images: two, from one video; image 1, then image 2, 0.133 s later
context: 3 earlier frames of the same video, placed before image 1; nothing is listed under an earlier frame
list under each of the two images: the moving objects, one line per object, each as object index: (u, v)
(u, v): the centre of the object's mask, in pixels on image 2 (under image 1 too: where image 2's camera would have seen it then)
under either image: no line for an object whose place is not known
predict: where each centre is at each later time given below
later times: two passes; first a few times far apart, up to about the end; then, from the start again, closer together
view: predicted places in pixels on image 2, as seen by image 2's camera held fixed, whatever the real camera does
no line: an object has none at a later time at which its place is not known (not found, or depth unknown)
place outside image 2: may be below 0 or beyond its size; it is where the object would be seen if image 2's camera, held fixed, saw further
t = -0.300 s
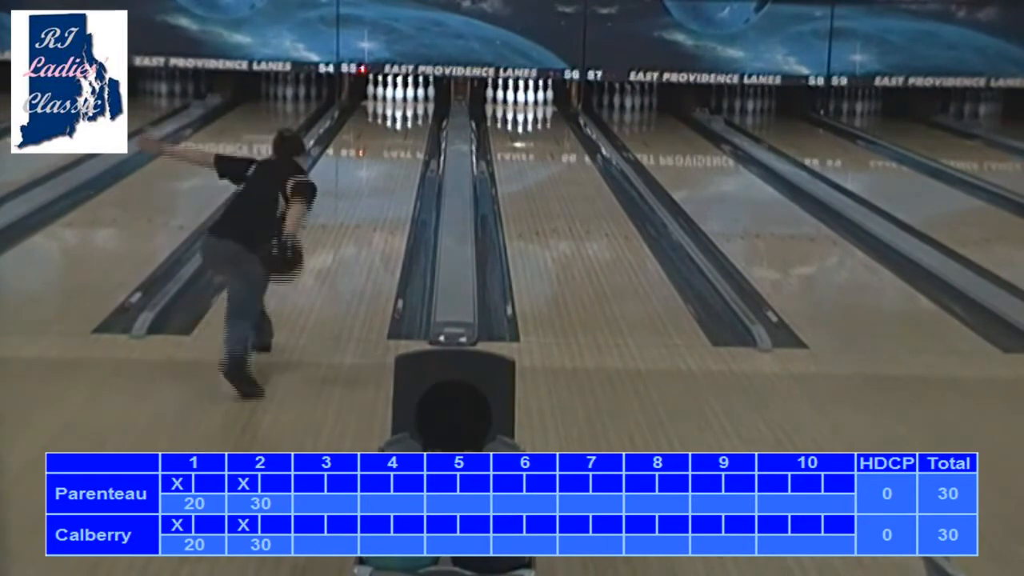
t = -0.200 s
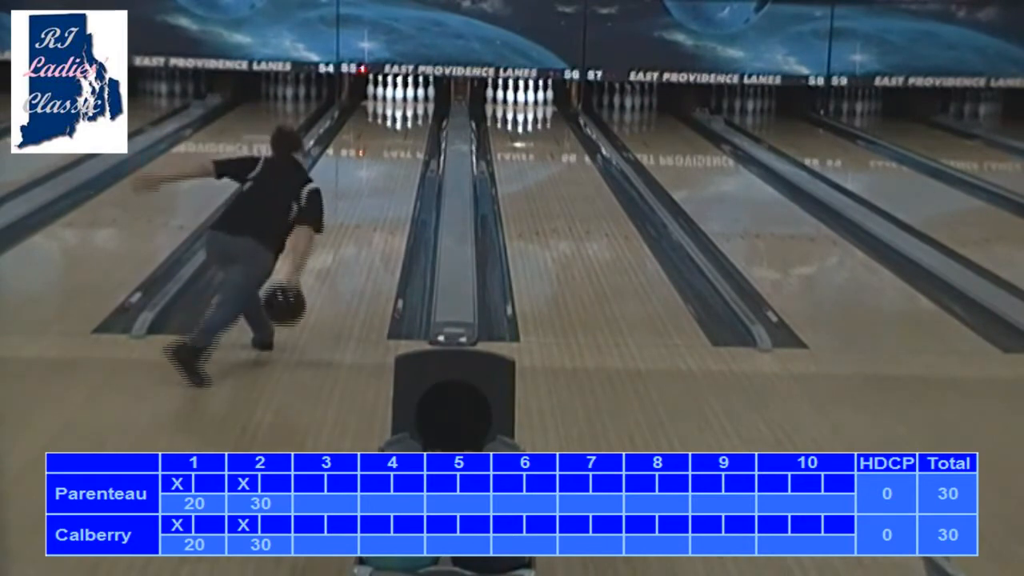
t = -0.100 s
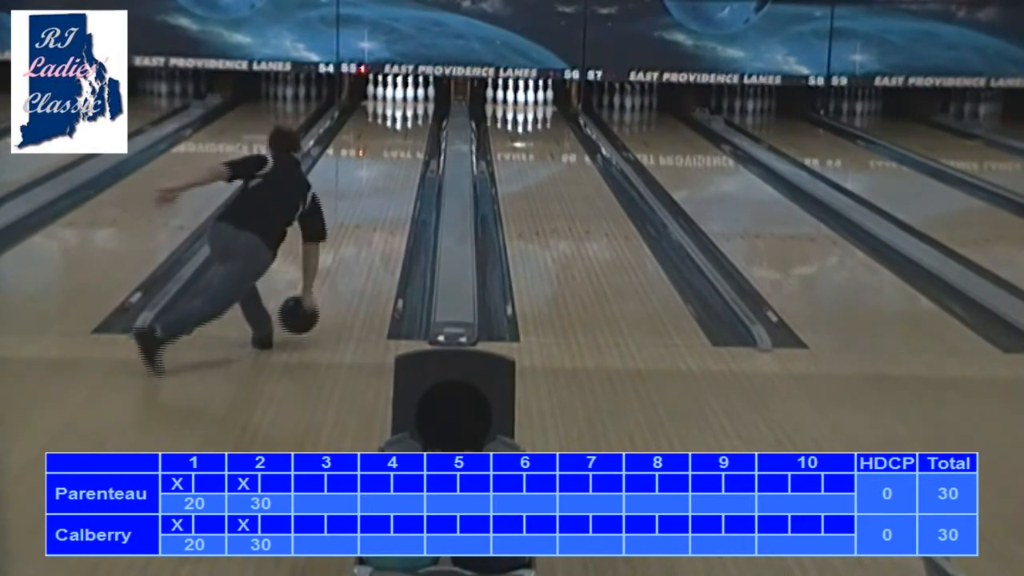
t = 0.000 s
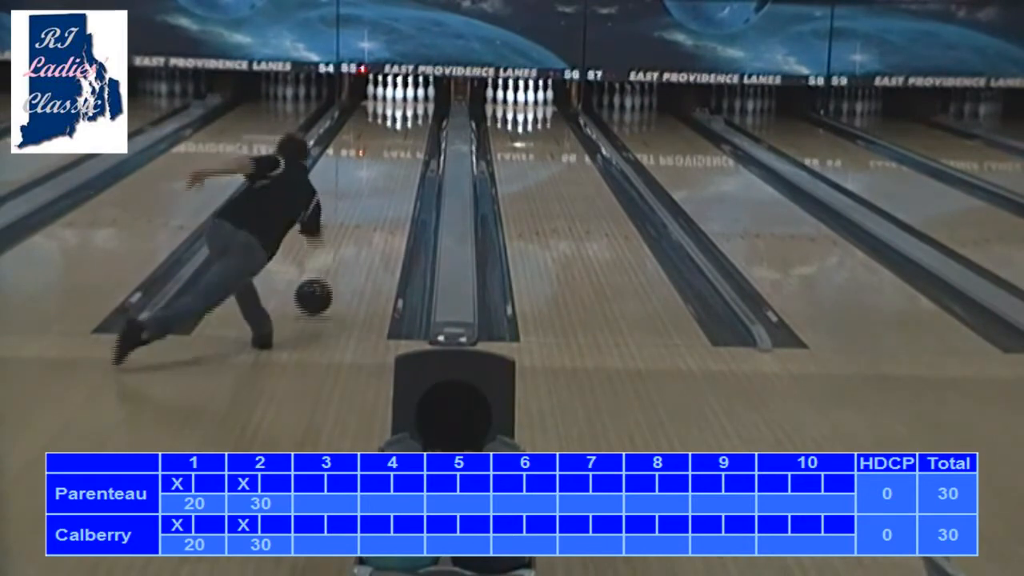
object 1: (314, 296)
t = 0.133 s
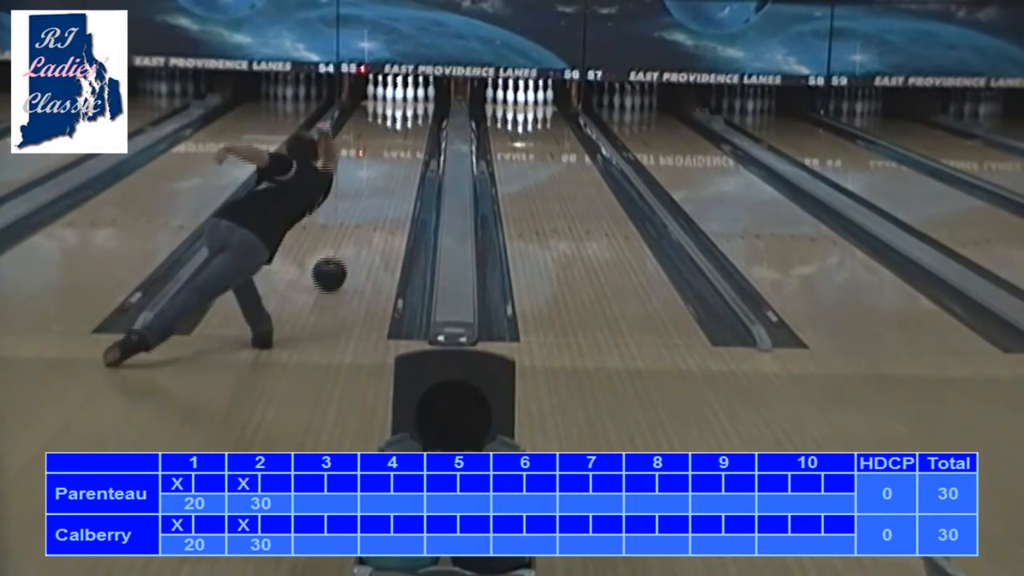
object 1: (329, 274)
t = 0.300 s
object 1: (346, 247)
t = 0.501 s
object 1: (361, 220)
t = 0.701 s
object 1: (374, 198)
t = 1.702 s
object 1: (410, 129)
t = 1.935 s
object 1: (412, 119)
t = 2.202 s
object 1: (412, 109)
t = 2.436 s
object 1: (408, 102)
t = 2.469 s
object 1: (408, 101)
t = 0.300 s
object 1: (346, 247)
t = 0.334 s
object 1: (349, 242)
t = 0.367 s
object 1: (351, 237)
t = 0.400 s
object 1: (354, 233)
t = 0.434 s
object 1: (356, 228)
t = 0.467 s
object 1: (359, 224)
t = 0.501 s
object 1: (361, 220)
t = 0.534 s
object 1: (363, 216)
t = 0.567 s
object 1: (366, 212)
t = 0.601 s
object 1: (368, 208)
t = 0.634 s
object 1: (370, 204)
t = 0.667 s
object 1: (372, 201)
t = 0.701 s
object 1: (374, 198)
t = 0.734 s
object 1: (376, 194)
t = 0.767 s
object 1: (378, 191)
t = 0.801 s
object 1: (379, 188)
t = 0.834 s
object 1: (381, 185)
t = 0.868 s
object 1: (383, 182)
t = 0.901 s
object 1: (384, 180)
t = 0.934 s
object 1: (386, 177)
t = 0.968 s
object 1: (387, 174)
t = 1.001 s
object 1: (389, 171)
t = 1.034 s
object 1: (390, 169)
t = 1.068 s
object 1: (391, 166)
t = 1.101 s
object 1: (393, 164)
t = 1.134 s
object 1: (394, 161)
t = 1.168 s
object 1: (395, 159)
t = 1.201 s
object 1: (396, 157)
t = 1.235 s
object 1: (397, 154)
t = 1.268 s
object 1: (398, 152)
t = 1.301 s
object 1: (400, 150)
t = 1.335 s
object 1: (401, 148)
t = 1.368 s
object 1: (402, 146)
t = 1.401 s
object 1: (403, 144)
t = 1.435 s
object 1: (404, 142)
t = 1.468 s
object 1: (405, 140)
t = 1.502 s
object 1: (405, 138)
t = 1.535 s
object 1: (406, 137)
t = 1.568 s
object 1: (407, 136)
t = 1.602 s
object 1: (408, 134)
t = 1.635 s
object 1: (408, 132)
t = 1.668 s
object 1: (409, 130)
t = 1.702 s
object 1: (410, 129)
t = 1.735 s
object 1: (410, 127)
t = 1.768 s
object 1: (410, 126)
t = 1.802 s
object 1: (411, 124)
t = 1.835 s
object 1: (411, 122)
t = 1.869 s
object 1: (411, 121)
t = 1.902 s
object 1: (412, 119)
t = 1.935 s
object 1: (412, 119)
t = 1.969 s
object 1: (412, 117)
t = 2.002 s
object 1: (412, 116)
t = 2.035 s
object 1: (412, 115)
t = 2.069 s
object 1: (412, 114)
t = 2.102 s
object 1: (412, 113)
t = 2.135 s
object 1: (413, 111)
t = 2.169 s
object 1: (412, 110)
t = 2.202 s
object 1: (412, 109)
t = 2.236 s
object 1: (411, 109)
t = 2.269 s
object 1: (411, 108)
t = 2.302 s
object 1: (411, 107)
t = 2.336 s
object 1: (409, 105)
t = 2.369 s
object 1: (408, 104)
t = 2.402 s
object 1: (409, 103)
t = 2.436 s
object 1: (408, 102)
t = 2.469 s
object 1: (408, 101)
